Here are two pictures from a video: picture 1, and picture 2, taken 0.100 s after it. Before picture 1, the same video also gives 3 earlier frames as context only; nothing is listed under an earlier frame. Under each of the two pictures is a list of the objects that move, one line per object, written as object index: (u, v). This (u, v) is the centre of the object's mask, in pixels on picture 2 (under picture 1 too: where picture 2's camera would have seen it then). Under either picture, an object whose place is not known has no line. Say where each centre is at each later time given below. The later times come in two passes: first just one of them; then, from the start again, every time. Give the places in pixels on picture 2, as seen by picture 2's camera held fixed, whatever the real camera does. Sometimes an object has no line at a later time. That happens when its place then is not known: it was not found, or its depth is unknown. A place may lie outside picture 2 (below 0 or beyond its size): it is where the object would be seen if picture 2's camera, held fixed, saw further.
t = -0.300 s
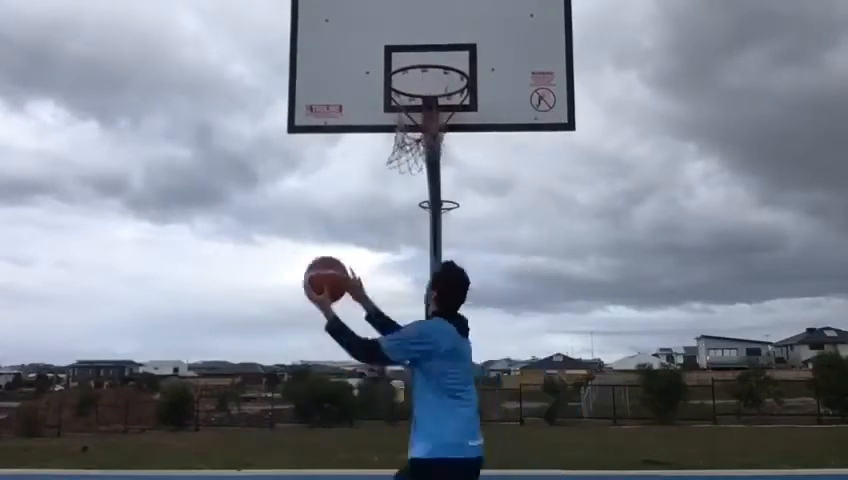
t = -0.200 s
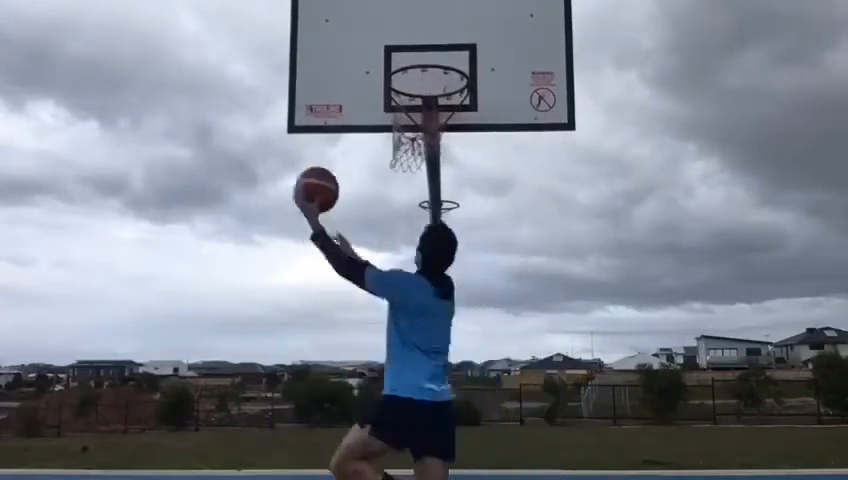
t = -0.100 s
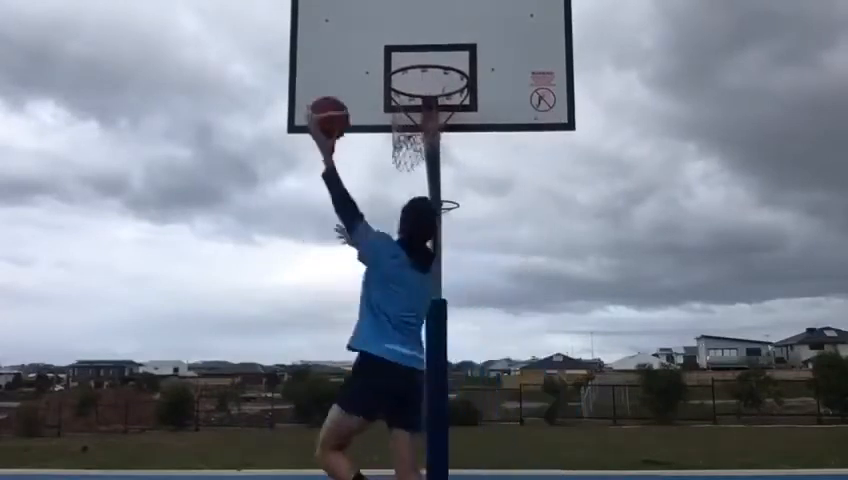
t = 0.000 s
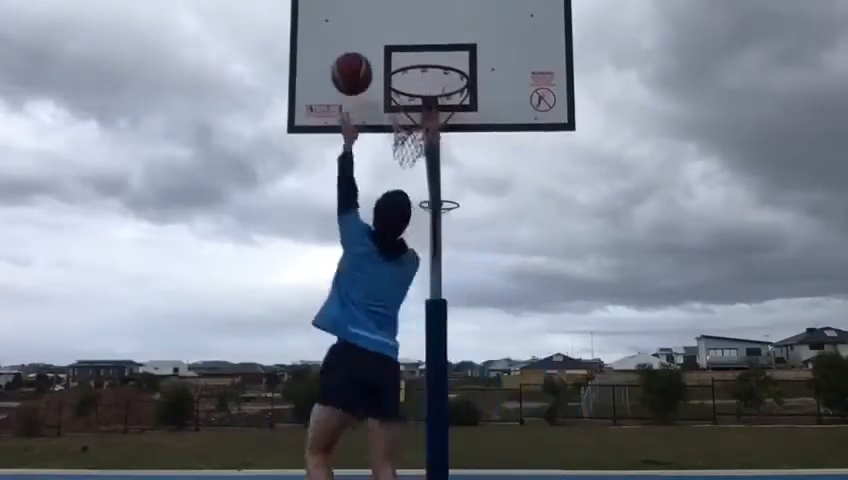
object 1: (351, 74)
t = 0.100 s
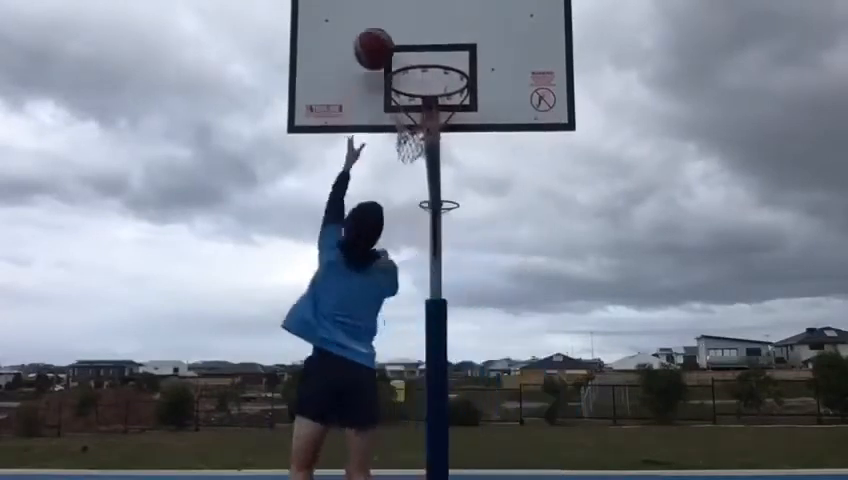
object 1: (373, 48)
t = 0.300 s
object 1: (406, 38)
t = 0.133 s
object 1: (381, 44)
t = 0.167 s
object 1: (388, 41)
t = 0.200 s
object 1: (395, 40)
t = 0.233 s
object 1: (398, 38)
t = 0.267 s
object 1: (402, 38)
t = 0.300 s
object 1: (406, 38)
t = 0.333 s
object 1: (410, 41)
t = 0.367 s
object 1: (413, 45)
